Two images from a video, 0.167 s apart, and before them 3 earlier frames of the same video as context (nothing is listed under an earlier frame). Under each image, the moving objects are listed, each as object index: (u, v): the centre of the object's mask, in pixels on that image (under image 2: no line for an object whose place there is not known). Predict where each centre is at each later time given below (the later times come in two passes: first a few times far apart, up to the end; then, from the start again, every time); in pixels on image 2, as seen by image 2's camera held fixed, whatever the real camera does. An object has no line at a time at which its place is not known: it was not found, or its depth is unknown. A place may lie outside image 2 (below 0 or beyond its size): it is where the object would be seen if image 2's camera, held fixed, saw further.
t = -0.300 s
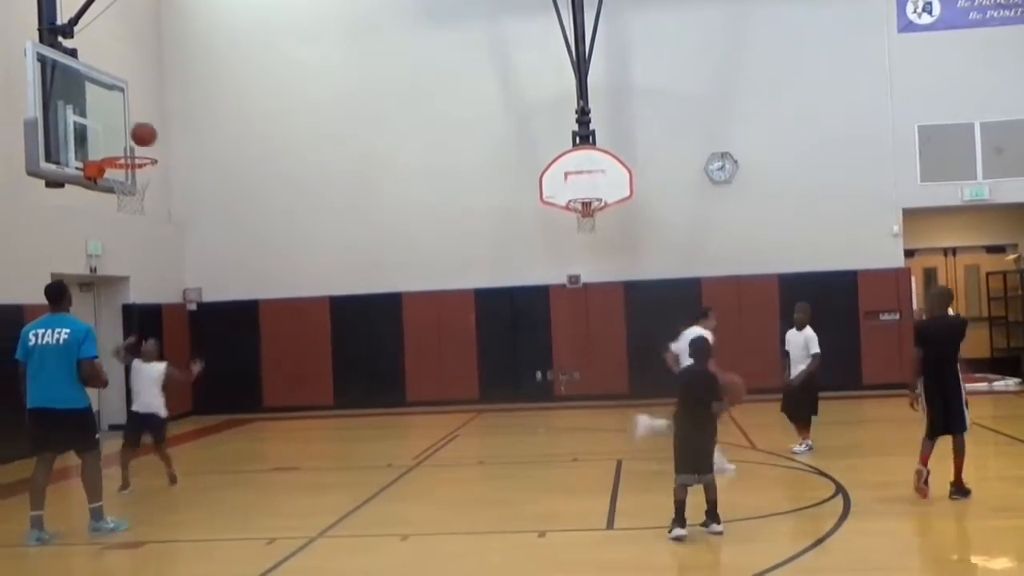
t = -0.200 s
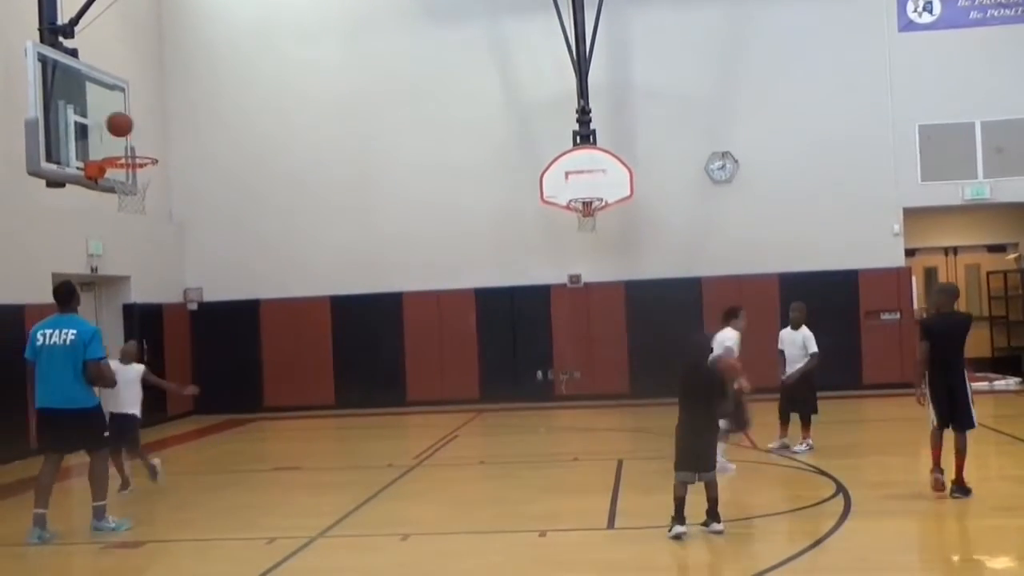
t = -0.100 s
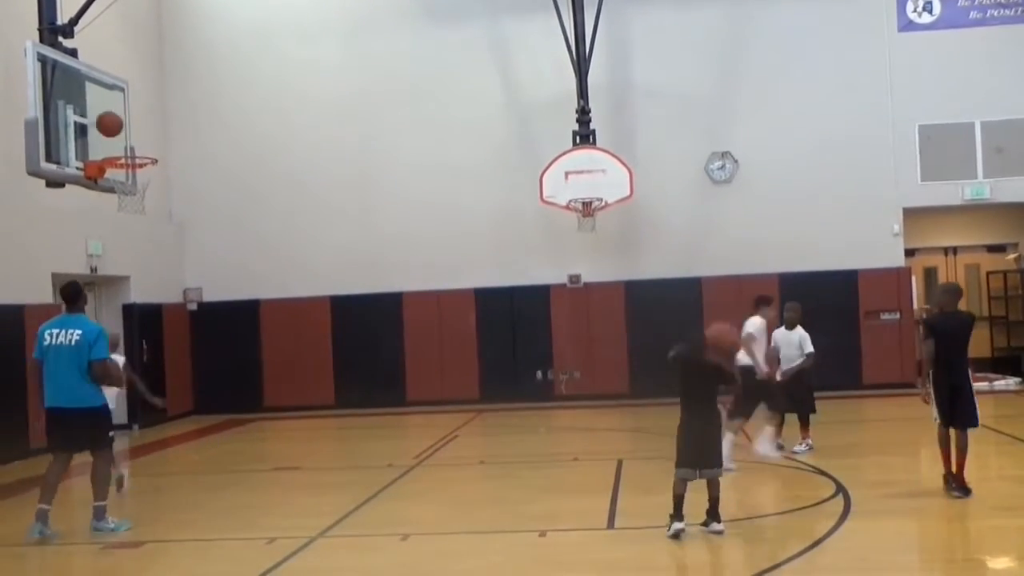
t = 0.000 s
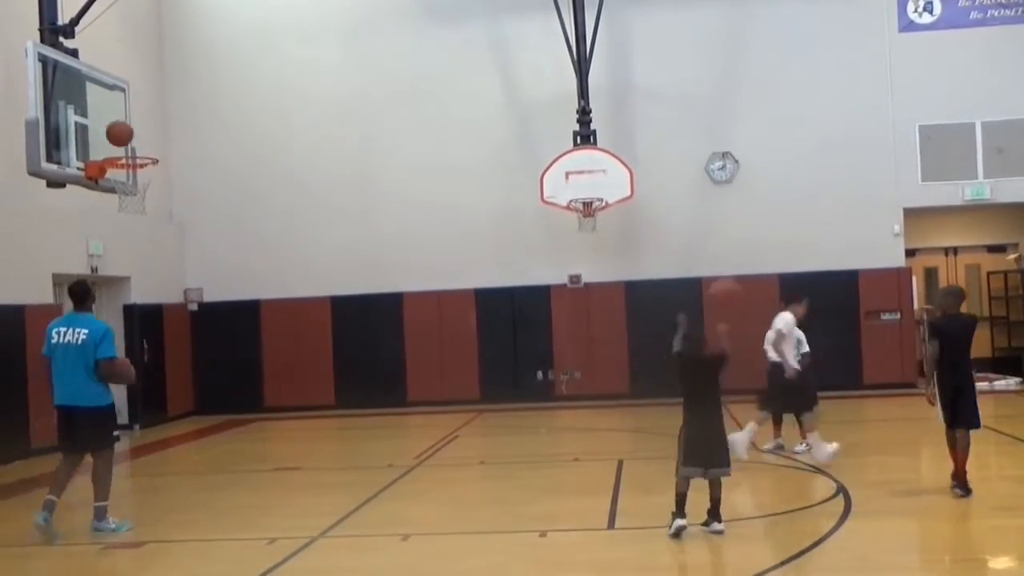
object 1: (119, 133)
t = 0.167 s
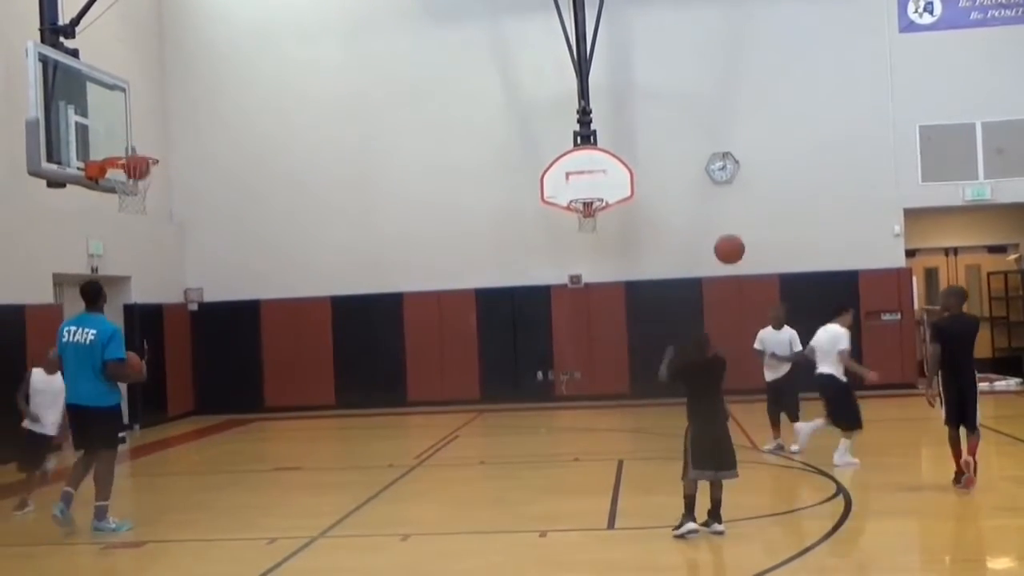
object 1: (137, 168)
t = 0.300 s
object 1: (145, 191)
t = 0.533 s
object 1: (134, 209)
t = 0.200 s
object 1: (140, 175)
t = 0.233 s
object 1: (144, 182)
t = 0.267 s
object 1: (145, 188)
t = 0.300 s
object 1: (145, 191)
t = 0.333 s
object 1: (145, 193)
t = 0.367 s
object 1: (144, 194)
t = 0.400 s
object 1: (143, 196)
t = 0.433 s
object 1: (140, 198)
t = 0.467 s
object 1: (138, 201)
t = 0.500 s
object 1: (136, 204)
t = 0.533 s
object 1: (134, 209)
